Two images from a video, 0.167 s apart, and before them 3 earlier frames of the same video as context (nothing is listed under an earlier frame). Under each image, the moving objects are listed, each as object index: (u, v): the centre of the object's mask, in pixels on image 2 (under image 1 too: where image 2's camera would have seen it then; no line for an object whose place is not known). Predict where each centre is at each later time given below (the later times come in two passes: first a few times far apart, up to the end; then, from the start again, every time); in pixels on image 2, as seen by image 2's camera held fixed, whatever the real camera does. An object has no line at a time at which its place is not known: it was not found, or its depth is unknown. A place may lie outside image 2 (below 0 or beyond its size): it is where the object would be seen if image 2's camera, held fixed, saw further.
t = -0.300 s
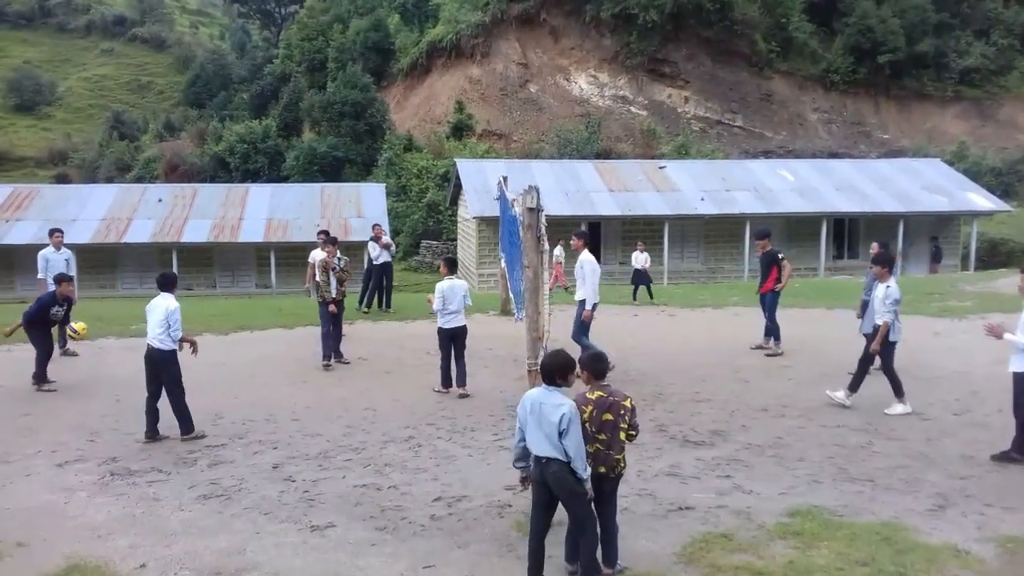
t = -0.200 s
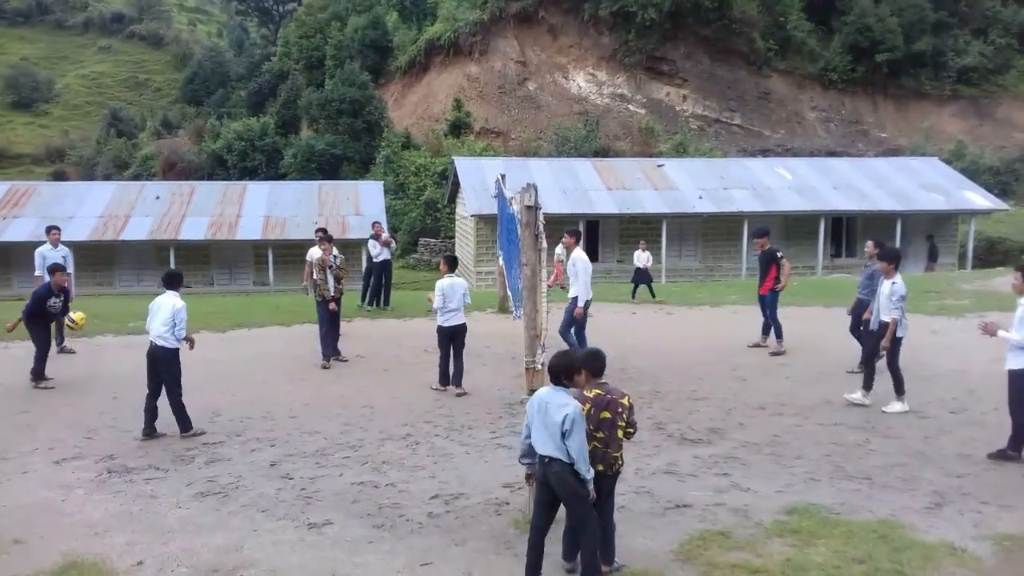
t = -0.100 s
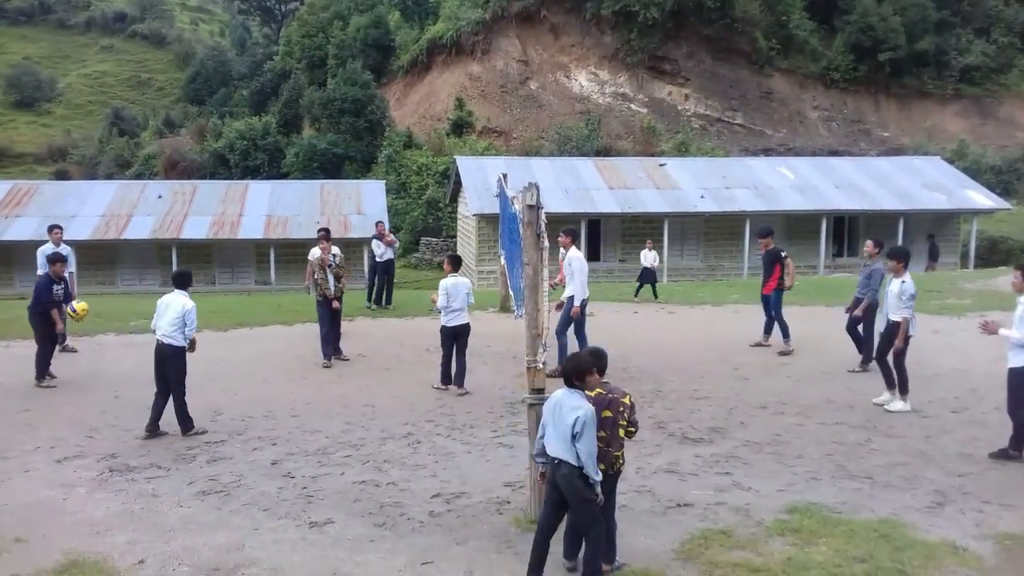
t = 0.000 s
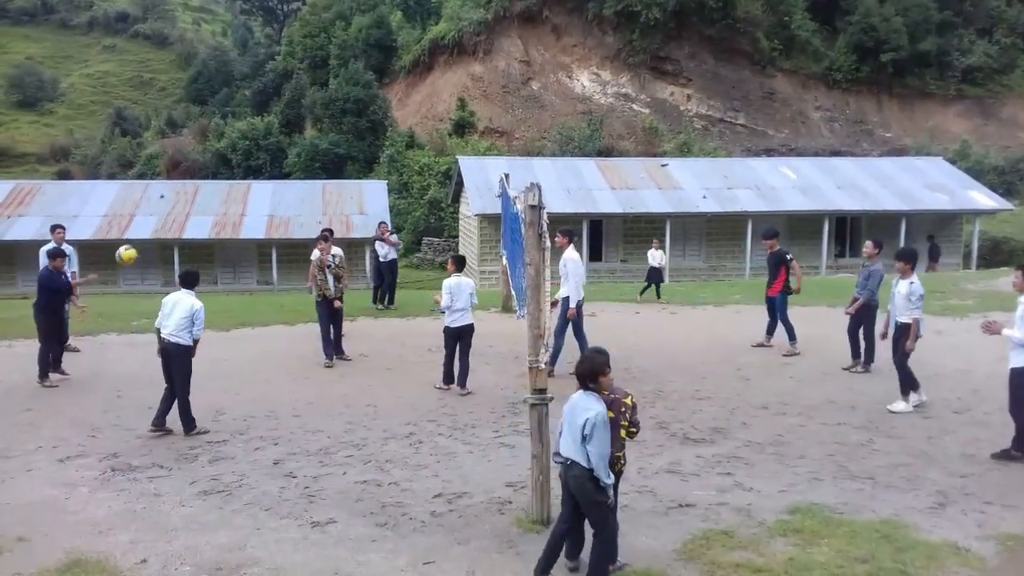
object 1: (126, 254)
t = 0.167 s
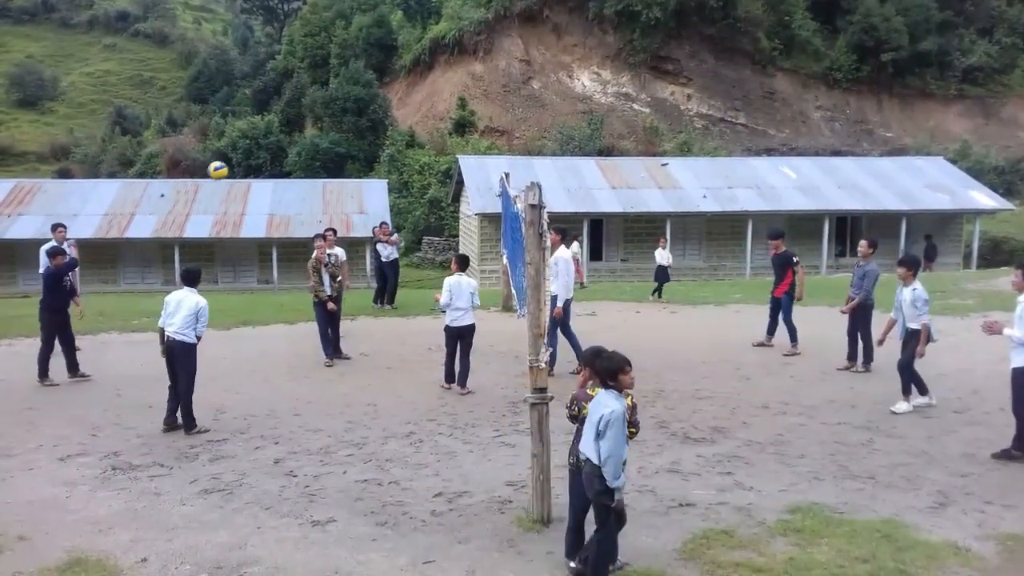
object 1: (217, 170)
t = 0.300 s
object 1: (286, 127)
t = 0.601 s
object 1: (430, 92)
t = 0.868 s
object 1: (544, 126)
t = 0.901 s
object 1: (557, 133)
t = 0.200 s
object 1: (235, 158)
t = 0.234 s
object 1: (252, 146)
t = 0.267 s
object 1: (270, 136)
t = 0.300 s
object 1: (286, 127)
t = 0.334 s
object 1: (303, 119)
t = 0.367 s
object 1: (320, 112)
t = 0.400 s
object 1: (336, 106)
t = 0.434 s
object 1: (352, 102)
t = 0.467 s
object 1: (368, 97)
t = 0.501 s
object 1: (384, 94)
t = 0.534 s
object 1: (399, 92)
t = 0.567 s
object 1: (415, 92)
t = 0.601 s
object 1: (430, 92)
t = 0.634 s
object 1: (445, 93)
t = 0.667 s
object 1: (460, 94)
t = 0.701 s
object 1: (474, 98)
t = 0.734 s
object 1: (488, 102)
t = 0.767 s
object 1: (503, 107)
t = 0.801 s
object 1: (517, 112)
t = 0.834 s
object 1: (530, 119)
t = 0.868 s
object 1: (544, 126)
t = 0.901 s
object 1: (557, 133)
